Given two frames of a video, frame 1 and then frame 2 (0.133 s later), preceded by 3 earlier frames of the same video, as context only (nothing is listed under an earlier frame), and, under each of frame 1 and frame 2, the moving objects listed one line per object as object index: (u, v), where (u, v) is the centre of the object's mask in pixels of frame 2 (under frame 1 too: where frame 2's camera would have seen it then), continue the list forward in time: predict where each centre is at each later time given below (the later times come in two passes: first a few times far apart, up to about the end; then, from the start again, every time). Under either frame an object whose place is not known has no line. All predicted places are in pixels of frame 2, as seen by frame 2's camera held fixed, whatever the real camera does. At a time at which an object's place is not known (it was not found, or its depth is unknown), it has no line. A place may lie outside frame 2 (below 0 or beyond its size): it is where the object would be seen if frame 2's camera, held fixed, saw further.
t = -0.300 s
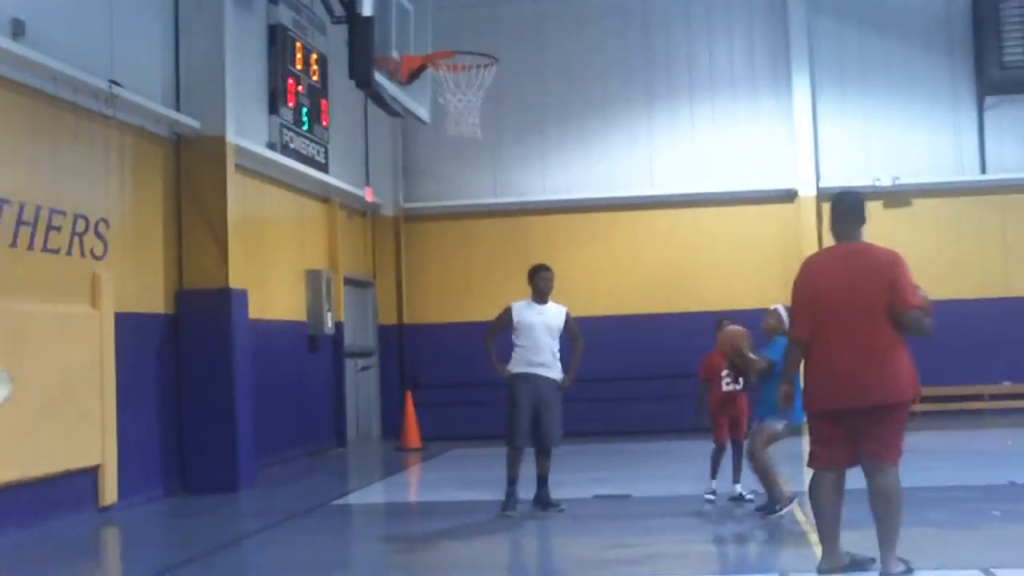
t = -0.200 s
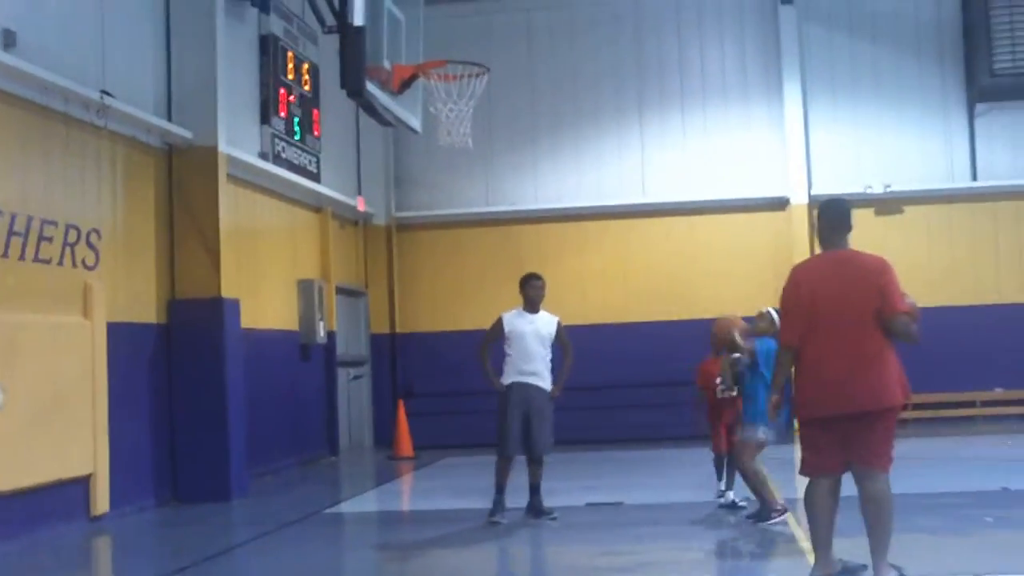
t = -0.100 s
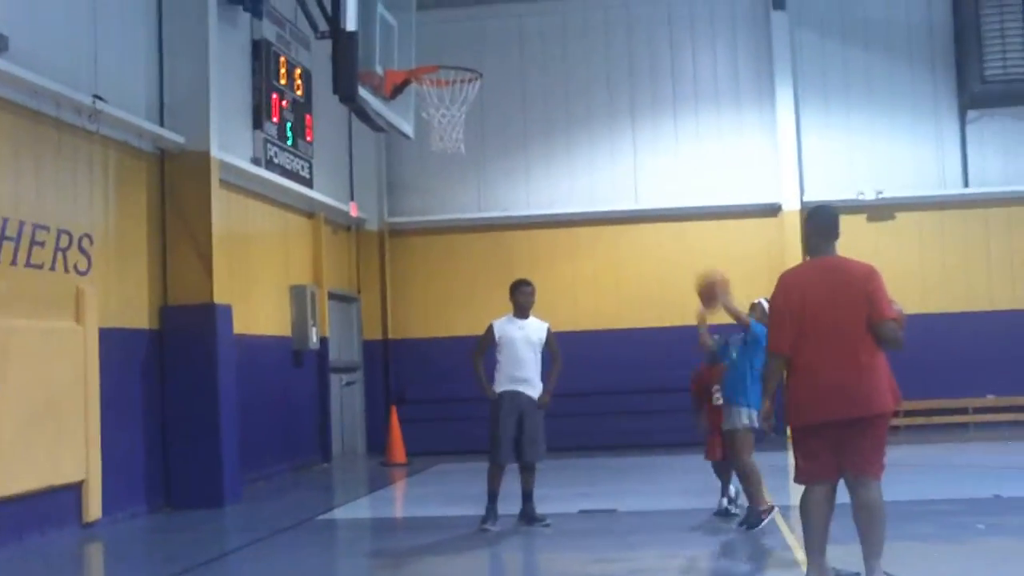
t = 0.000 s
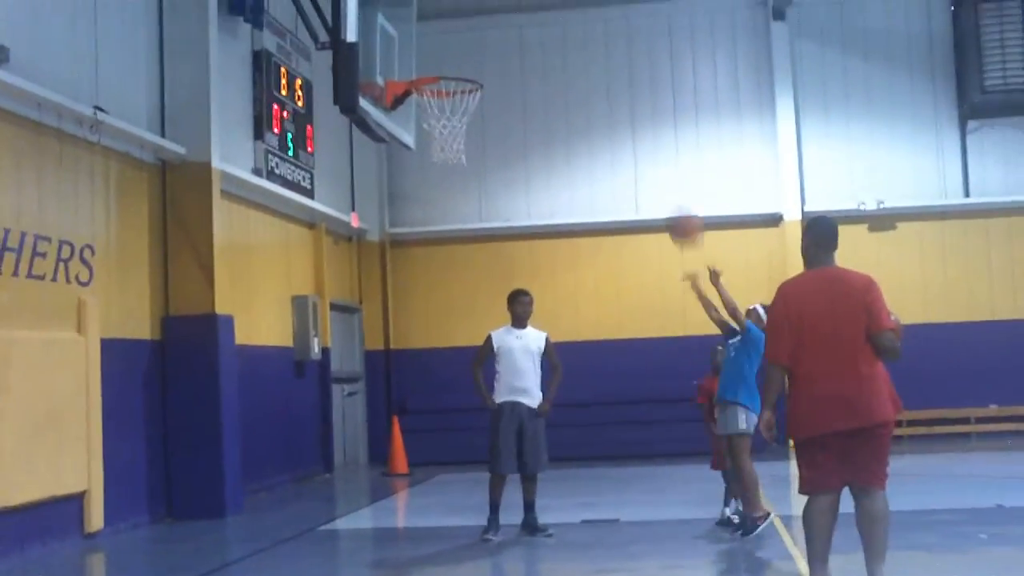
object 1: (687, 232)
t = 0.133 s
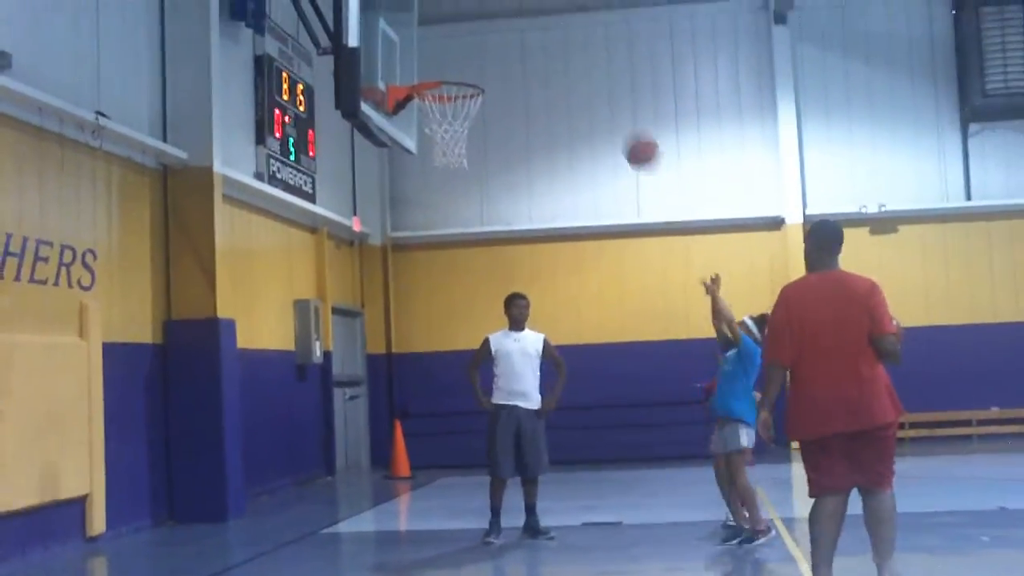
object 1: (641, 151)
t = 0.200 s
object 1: (619, 121)
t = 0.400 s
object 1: (559, 67)
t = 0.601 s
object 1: (500, 73)
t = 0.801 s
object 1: (496, 95)
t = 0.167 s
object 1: (630, 135)
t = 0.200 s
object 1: (619, 121)
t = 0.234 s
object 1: (609, 108)
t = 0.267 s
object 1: (598, 97)
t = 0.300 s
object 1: (587, 86)
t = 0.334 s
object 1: (577, 79)
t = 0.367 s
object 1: (569, 72)
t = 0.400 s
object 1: (559, 67)
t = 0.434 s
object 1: (549, 65)
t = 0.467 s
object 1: (539, 63)
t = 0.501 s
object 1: (530, 64)
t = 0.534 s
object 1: (520, 64)
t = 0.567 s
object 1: (510, 68)
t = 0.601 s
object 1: (500, 73)
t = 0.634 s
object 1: (491, 79)
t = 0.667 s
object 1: (486, 84)
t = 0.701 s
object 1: (487, 85)
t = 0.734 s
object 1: (491, 87)
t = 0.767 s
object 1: (494, 90)
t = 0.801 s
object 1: (496, 95)
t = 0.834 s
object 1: (500, 101)
